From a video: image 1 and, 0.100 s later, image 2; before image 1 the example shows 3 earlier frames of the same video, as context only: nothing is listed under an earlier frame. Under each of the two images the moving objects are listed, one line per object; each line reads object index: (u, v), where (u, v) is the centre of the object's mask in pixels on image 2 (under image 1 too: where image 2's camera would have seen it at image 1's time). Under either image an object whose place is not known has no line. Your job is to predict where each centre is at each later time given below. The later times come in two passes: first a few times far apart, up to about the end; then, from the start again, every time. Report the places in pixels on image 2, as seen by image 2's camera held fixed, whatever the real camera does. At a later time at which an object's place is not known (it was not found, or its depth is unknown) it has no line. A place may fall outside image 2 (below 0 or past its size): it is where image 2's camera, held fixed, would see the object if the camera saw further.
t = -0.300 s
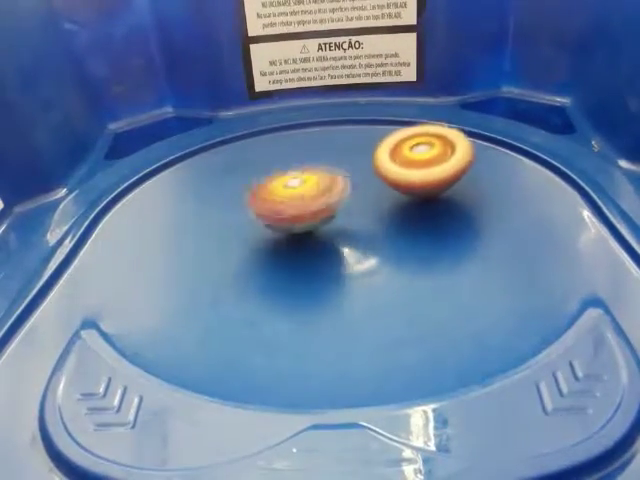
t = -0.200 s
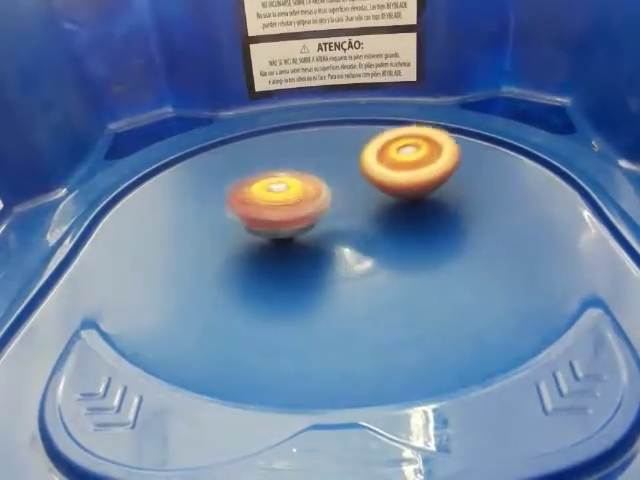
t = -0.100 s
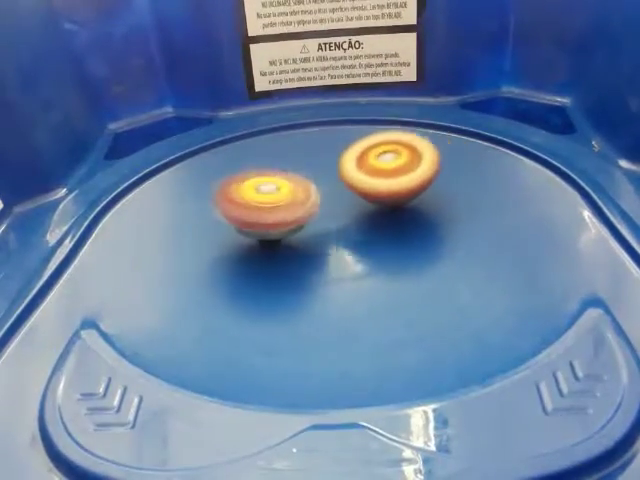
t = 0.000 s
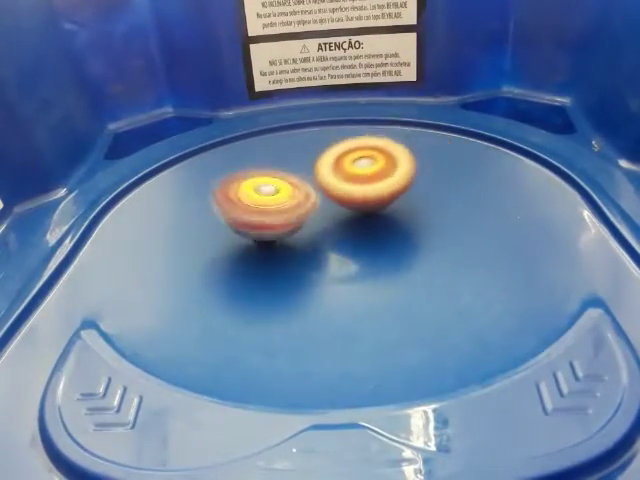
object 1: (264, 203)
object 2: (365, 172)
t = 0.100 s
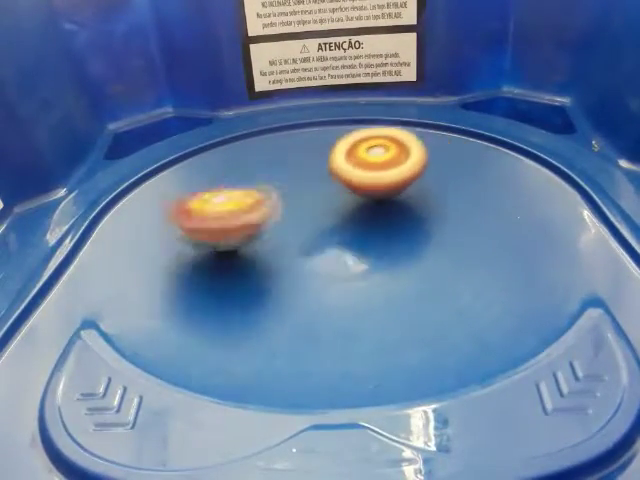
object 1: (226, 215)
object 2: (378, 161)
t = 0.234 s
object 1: (177, 227)
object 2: (372, 163)
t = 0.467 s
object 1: (194, 232)
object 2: (334, 181)
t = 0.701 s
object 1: (257, 263)
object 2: (304, 169)
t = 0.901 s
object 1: (301, 297)
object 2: (296, 177)
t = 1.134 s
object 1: (339, 282)
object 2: (289, 203)
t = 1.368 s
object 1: (409, 244)
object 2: (248, 228)
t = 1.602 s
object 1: (446, 198)
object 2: (245, 227)
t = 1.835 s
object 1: (430, 179)
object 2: (284, 227)
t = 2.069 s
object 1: (403, 177)
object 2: (328, 236)
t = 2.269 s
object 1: (377, 174)
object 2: (364, 239)
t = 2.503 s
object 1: (339, 164)
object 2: (395, 241)
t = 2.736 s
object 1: (306, 150)
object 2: (388, 231)
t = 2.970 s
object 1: (297, 166)
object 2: (386, 206)
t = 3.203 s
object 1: (265, 190)
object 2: (420, 205)
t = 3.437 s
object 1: (250, 201)
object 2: (391, 215)
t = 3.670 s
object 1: (248, 206)
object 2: (372, 198)
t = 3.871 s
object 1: (253, 216)
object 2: (352, 184)
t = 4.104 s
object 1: (203, 242)
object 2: (399, 176)
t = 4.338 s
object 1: (237, 237)
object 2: (403, 194)
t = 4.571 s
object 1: (285, 227)
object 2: (400, 193)
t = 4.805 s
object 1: (301, 232)
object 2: (400, 196)
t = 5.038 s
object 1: (264, 251)
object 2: (416, 184)
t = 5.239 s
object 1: (247, 247)
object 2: (404, 189)
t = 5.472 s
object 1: (281, 226)
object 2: (377, 186)
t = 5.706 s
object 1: (289, 228)
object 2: (379, 171)
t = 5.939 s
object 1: (271, 244)
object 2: (373, 175)
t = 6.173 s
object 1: (274, 238)
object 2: (349, 182)
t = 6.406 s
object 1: (281, 243)
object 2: (336, 183)
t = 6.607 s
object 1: (260, 261)
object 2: (343, 169)
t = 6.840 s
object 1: (258, 252)
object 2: (356, 176)
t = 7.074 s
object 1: (293, 236)
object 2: (362, 177)
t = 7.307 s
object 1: (313, 238)
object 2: (368, 180)
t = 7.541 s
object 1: (290, 263)
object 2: (366, 183)
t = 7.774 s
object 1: (279, 249)
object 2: (351, 188)
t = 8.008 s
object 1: (273, 241)
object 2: (374, 158)
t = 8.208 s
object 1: (290, 226)
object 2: (395, 162)
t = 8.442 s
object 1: (280, 215)
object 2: (395, 179)
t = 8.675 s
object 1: (281, 207)
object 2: (392, 194)
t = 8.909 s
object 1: (284, 206)
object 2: (404, 212)
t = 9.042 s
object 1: (291, 203)
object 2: (400, 223)
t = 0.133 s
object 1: (212, 218)
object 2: (378, 160)
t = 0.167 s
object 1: (200, 221)
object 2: (377, 160)
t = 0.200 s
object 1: (186, 225)
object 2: (375, 161)
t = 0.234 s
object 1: (177, 227)
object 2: (372, 163)
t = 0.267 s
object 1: (171, 228)
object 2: (368, 165)
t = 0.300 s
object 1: (168, 229)
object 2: (364, 168)
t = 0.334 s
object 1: (170, 229)
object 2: (359, 171)
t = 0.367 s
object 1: (175, 230)
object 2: (354, 175)
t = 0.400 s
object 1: (180, 230)
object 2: (348, 177)
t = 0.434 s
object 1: (187, 231)
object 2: (341, 180)
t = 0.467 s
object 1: (194, 232)
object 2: (334, 181)
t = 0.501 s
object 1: (205, 229)
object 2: (327, 183)
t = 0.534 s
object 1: (219, 229)
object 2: (320, 185)
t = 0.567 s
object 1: (230, 228)
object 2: (316, 186)
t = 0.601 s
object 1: (234, 232)
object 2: (314, 181)
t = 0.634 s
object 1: (239, 243)
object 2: (311, 175)
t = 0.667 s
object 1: (249, 253)
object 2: (307, 171)
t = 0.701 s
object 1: (257, 263)
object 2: (304, 169)
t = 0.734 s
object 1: (261, 270)
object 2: (301, 168)
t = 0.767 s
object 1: (267, 278)
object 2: (299, 169)
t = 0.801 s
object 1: (274, 285)
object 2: (297, 170)
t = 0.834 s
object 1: (282, 290)
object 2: (296, 172)
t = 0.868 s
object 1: (291, 294)
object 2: (296, 175)
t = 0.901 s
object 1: (301, 297)
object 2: (296, 177)
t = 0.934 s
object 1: (309, 297)
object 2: (296, 181)
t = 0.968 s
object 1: (318, 295)
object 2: (295, 184)
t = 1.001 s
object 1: (323, 293)
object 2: (294, 188)
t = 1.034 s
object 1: (327, 291)
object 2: (293, 191)
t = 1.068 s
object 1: (331, 288)
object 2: (291, 196)
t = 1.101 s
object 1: (334, 286)
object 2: (290, 199)
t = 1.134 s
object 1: (339, 282)
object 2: (289, 203)
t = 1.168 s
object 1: (343, 278)
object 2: (286, 206)
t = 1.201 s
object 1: (348, 274)
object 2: (283, 210)
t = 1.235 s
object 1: (356, 269)
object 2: (279, 215)
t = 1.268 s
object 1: (366, 264)
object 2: (272, 220)
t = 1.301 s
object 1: (382, 257)
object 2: (263, 224)
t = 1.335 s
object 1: (395, 251)
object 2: (255, 226)
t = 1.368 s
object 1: (409, 244)
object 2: (248, 228)
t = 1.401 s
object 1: (420, 237)
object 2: (243, 228)
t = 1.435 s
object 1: (428, 230)
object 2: (241, 229)
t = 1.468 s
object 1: (435, 224)
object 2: (240, 229)
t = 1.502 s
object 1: (441, 216)
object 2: (239, 228)
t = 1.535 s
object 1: (443, 210)
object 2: (240, 228)
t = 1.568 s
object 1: (445, 204)
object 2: (242, 227)
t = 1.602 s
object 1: (446, 198)
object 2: (245, 227)
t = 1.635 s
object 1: (445, 194)
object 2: (249, 226)
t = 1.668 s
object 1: (444, 190)
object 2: (254, 226)
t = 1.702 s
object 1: (442, 187)
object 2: (259, 226)
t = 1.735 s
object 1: (440, 184)
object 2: (265, 226)
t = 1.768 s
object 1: (436, 182)
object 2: (271, 226)
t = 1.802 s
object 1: (433, 180)
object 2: (278, 227)
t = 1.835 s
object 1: (430, 179)
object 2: (284, 227)
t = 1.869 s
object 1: (427, 178)
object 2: (291, 229)
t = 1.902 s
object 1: (423, 177)
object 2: (297, 230)
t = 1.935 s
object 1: (419, 177)
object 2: (303, 231)
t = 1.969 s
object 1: (414, 177)
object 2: (310, 233)
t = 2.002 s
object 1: (410, 177)
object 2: (316, 234)
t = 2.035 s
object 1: (406, 177)
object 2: (322, 235)
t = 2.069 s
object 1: (403, 177)
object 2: (328, 236)
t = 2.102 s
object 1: (399, 177)
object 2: (333, 236)
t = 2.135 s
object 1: (394, 177)
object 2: (339, 237)
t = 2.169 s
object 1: (390, 176)
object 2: (345, 238)
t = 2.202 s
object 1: (386, 175)
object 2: (352, 238)
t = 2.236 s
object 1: (381, 175)
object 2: (358, 238)
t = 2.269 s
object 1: (377, 174)
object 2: (364, 239)
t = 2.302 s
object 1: (373, 174)
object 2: (369, 238)
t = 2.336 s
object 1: (366, 175)
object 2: (375, 237)
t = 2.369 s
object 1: (363, 174)
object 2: (378, 235)
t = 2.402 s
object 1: (359, 174)
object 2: (383, 235)
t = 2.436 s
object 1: (353, 172)
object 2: (388, 239)
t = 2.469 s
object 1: (347, 169)
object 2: (392, 241)
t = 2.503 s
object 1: (339, 164)
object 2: (395, 241)
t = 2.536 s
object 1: (332, 159)
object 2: (397, 241)
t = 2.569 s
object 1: (323, 155)
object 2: (397, 241)
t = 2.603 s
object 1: (318, 152)
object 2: (396, 240)
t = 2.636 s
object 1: (313, 150)
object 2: (394, 238)
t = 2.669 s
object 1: (309, 149)
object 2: (392, 236)
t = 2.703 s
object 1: (307, 149)
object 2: (390, 233)
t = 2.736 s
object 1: (306, 150)
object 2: (388, 231)
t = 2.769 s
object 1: (303, 151)
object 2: (386, 227)
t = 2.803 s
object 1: (302, 152)
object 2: (385, 224)
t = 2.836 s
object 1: (301, 153)
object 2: (385, 220)
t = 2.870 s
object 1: (299, 156)
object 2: (384, 217)
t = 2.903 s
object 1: (298, 158)
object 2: (385, 213)
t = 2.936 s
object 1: (298, 160)
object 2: (386, 209)
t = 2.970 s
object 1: (297, 166)
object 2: (386, 206)
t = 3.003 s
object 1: (297, 171)
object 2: (387, 202)
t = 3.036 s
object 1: (293, 177)
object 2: (390, 199)
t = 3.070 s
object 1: (288, 178)
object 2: (402, 200)
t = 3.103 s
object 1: (282, 180)
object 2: (410, 201)
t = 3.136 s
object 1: (276, 184)
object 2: (416, 202)
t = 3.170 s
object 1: (269, 187)
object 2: (419, 203)
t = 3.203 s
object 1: (265, 190)
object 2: (420, 205)
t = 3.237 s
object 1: (262, 192)
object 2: (419, 206)
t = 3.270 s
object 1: (258, 194)
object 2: (416, 208)
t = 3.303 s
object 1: (255, 194)
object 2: (412, 210)
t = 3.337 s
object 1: (253, 196)
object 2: (406, 212)
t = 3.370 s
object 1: (251, 198)
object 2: (402, 213)
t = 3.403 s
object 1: (250, 200)
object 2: (396, 214)
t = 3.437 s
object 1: (250, 201)
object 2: (391, 215)
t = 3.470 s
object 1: (250, 201)
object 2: (386, 215)
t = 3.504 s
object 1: (250, 202)
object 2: (381, 214)
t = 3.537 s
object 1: (250, 202)
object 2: (377, 213)
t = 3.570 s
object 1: (250, 203)
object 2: (374, 211)
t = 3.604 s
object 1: (249, 204)
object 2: (373, 208)
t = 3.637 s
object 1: (249, 205)
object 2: (373, 204)
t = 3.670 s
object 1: (248, 206)
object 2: (372, 198)
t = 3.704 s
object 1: (248, 206)
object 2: (370, 194)
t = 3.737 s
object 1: (249, 208)
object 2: (367, 190)
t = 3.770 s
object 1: (251, 210)
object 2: (362, 187)
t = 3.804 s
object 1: (252, 212)
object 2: (359, 185)
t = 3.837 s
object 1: (252, 213)
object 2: (355, 184)
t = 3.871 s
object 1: (253, 216)
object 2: (352, 184)
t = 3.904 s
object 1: (244, 220)
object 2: (362, 180)
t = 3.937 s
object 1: (235, 226)
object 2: (371, 176)
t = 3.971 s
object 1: (230, 228)
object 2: (379, 174)
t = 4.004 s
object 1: (220, 233)
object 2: (385, 174)
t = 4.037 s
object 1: (210, 237)
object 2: (389, 174)
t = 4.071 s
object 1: (206, 239)
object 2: (395, 175)
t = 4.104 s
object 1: (203, 242)
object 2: (399, 176)
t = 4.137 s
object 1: (202, 243)
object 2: (402, 178)
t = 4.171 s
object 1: (205, 243)
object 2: (405, 180)
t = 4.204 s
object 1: (210, 244)
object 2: (407, 182)
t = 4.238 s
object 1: (215, 244)
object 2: (408, 184)
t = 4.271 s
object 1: (218, 242)
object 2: (407, 188)
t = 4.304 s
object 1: (227, 239)
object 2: (405, 190)
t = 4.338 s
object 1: (237, 237)
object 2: (403, 194)
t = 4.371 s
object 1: (246, 235)
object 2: (399, 196)
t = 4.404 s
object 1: (257, 232)
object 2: (395, 198)
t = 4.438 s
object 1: (268, 231)
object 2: (390, 200)
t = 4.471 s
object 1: (280, 228)
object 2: (386, 201)
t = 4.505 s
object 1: (278, 227)
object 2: (392, 198)
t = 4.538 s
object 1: (281, 228)
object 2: (398, 195)
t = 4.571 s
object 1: (285, 227)
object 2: (400, 193)
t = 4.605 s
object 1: (289, 228)
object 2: (402, 192)
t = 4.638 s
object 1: (288, 230)
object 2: (403, 192)
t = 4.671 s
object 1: (290, 231)
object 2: (403, 193)
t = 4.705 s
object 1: (294, 230)
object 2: (403, 193)
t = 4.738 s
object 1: (299, 230)
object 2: (402, 194)
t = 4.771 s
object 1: (300, 232)
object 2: (402, 195)
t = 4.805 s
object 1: (301, 232)
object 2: (400, 196)
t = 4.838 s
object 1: (300, 233)
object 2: (398, 196)
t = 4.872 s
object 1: (299, 235)
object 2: (398, 196)
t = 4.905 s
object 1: (296, 237)
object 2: (403, 191)
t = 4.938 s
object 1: (285, 243)
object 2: (410, 187)
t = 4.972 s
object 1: (278, 245)
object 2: (413, 185)
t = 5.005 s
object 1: (269, 249)
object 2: (415, 184)
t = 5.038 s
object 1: (264, 251)
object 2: (416, 184)
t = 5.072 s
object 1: (256, 252)
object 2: (416, 185)
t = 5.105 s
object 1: (252, 253)
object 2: (415, 185)
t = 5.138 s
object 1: (246, 252)
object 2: (414, 186)
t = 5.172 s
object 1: (246, 252)
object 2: (412, 187)
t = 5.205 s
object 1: (247, 249)
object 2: (409, 188)
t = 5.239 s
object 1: (247, 247)
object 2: (404, 189)
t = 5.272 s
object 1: (249, 244)
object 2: (400, 190)
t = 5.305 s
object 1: (252, 241)
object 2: (395, 190)
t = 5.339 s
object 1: (258, 237)
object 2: (389, 191)
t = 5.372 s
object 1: (264, 234)
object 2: (384, 191)
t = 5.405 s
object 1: (272, 229)
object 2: (379, 191)
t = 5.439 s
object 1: (279, 227)
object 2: (375, 190)
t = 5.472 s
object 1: (281, 226)
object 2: (377, 186)
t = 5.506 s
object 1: (284, 224)
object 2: (378, 183)
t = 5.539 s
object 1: (288, 222)
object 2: (377, 180)
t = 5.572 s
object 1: (292, 222)
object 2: (376, 178)
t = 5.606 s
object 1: (294, 221)
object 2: (376, 178)
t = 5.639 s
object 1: (291, 221)
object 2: (377, 175)
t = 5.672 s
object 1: (290, 227)
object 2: (379, 173)
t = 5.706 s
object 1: (289, 228)
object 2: (379, 171)
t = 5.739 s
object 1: (288, 232)
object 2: (380, 171)
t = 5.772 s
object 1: (284, 236)
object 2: (380, 171)
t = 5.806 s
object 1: (282, 238)
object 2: (380, 171)
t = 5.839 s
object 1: (278, 241)
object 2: (379, 171)
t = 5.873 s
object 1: (275, 243)
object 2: (378, 172)
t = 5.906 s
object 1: (273, 244)
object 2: (376, 174)
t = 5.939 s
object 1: (271, 244)
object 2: (373, 175)
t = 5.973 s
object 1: (271, 244)
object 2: (371, 177)
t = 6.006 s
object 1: (271, 243)
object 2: (367, 179)
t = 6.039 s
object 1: (276, 242)
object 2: (364, 181)
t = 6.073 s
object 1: (274, 240)
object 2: (359, 183)
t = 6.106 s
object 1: (274, 237)
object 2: (355, 185)
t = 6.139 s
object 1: (276, 236)
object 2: (351, 185)
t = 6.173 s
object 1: (274, 238)
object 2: (349, 182)
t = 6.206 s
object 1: (271, 240)
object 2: (347, 181)
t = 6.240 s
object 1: (269, 242)
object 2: (345, 181)
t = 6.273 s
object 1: (272, 241)
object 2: (343, 181)
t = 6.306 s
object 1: (275, 240)
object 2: (341, 181)
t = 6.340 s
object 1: (279, 241)
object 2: (339, 182)
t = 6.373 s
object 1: (279, 242)
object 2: (338, 183)
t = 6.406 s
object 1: (281, 243)
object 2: (336, 183)
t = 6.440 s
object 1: (279, 243)
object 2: (334, 183)
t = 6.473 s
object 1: (273, 249)
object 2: (335, 178)
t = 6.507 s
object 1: (268, 255)
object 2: (338, 174)
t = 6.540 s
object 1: (267, 257)
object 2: (340, 171)
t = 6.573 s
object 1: (267, 258)
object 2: (342, 169)
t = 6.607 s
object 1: (260, 261)
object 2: (343, 169)
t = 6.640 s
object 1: (254, 264)
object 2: (346, 169)
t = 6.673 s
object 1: (252, 264)
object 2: (349, 170)
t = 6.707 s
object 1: (252, 264)
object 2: (351, 170)
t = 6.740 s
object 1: (252, 261)
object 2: (353, 171)
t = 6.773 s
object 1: (251, 260)
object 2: (354, 173)
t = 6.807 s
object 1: (253, 256)
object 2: (355, 174)
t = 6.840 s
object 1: (258, 252)
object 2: (356, 176)
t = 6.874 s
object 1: (264, 248)
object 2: (356, 179)
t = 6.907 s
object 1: (269, 243)
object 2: (355, 180)
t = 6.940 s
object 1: (278, 238)
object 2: (355, 183)
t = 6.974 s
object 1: (284, 236)
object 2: (357, 181)
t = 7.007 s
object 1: (281, 238)
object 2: (360, 179)
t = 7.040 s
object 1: (284, 236)
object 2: (361, 178)
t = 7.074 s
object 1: (293, 236)
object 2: (362, 177)
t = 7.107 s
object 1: (296, 236)
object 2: (364, 177)
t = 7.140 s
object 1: (299, 238)
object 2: (365, 177)
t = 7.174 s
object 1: (302, 237)
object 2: (367, 177)
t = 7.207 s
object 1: (308, 237)
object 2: (367, 178)
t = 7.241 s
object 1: (310, 236)
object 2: (368, 179)
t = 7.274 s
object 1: (312, 237)
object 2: (368, 179)
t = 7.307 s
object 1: (313, 238)
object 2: (368, 180)
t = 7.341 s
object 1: (314, 239)
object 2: (369, 180)
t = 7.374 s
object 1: (308, 247)
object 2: (370, 179)
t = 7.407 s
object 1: (307, 252)
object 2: (369, 180)
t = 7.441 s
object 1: (306, 255)
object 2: (368, 180)
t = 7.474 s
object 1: (304, 257)
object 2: (368, 181)
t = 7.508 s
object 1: (296, 260)
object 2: (367, 181)
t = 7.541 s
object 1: (290, 263)
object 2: (366, 183)
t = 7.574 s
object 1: (285, 264)
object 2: (365, 184)
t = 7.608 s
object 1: (283, 264)
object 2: (363, 186)
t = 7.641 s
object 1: (280, 262)
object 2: (362, 188)
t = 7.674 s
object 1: (276, 260)
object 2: (360, 189)
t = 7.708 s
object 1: (277, 258)
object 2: (358, 190)
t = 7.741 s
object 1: (278, 254)
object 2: (355, 189)
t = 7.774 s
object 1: (279, 249)
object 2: (351, 188)
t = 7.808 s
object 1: (282, 243)
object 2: (348, 187)
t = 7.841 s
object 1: (282, 240)
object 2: (349, 182)
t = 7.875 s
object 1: (275, 241)
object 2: (352, 173)
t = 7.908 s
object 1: (275, 242)
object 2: (357, 167)
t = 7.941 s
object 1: (278, 240)
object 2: (362, 163)
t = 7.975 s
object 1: (278, 241)
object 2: (368, 161)
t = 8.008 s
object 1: (273, 241)
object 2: (374, 158)
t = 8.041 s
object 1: (275, 237)
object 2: (379, 158)
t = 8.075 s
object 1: (281, 234)
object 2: (384, 157)
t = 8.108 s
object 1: (283, 232)
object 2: (388, 158)
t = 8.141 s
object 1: (283, 229)
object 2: (391, 159)
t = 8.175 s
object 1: (286, 228)
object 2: (393, 160)
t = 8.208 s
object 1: (290, 226)
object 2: (395, 162)
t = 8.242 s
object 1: (294, 224)
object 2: (396, 165)
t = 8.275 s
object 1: (297, 221)
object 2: (395, 168)
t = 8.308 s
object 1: (301, 217)
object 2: (394, 171)
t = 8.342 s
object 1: (301, 215)
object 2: (391, 174)
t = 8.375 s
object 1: (297, 212)
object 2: (391, 177)
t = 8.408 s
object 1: (287, 213)
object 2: (393, 178)
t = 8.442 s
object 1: (280, 215)
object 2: (395, 179)
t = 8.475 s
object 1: (280, 212)
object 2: (396, 181)
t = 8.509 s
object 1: (283, 213)
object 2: (396, 183)
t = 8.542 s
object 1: (286, 216)
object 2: (396, 185)
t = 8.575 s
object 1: (286, 215)
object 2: (396, 187)
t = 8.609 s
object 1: (283, 214)
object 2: (395, 190)
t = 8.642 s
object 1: (280, 211)
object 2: (393, 192)
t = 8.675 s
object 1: (281, 207)
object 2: (392, 194)
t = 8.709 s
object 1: (281, 203)
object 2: (393, 197)
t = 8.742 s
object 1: (283, 200)
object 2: (397, 198)
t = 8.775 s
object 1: (288, 201)
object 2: (398, 201)
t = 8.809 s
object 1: (291, 201)
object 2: (401, 204)
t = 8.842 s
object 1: (292, 202)
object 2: (402, 206)
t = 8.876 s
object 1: (289, 205)
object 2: (403, 209)
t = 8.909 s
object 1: (284, 206)
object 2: (404, 212)
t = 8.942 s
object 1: (283, 204)
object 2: (404, 215)
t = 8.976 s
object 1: (285, 204)
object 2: (403, 218)
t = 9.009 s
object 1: (289, 201)
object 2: (402, 220)
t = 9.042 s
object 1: (291, 203)
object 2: (400, 223)
